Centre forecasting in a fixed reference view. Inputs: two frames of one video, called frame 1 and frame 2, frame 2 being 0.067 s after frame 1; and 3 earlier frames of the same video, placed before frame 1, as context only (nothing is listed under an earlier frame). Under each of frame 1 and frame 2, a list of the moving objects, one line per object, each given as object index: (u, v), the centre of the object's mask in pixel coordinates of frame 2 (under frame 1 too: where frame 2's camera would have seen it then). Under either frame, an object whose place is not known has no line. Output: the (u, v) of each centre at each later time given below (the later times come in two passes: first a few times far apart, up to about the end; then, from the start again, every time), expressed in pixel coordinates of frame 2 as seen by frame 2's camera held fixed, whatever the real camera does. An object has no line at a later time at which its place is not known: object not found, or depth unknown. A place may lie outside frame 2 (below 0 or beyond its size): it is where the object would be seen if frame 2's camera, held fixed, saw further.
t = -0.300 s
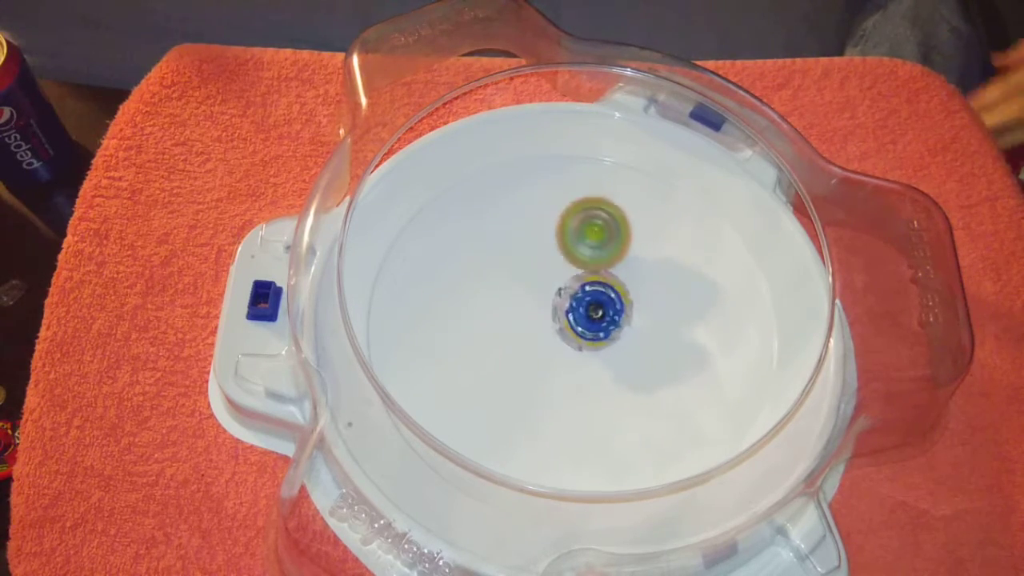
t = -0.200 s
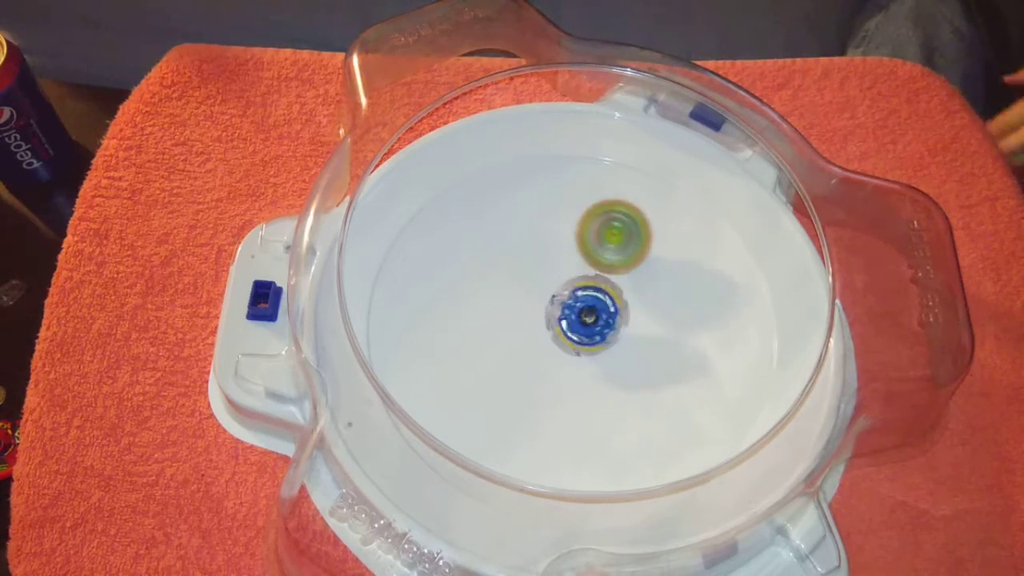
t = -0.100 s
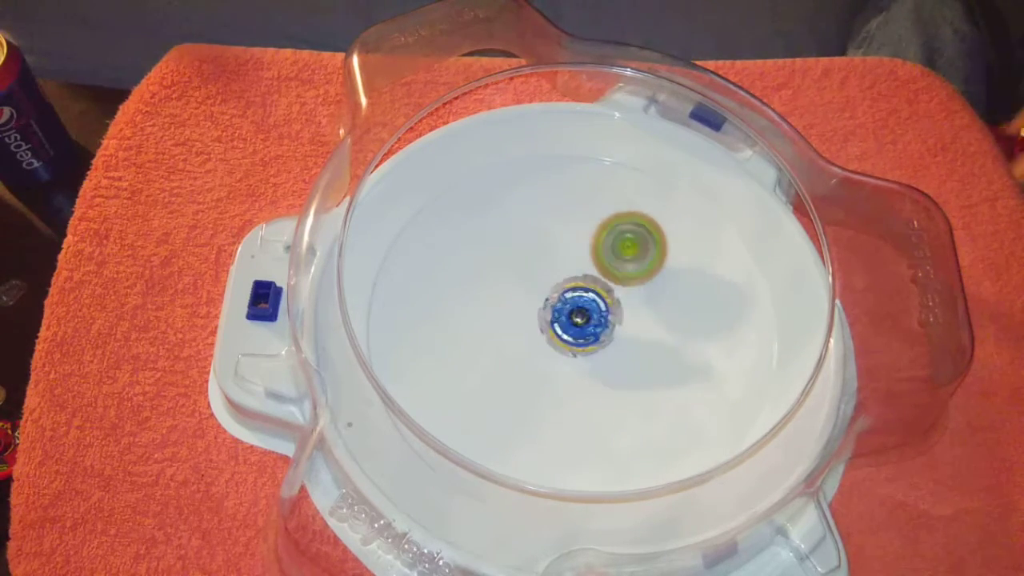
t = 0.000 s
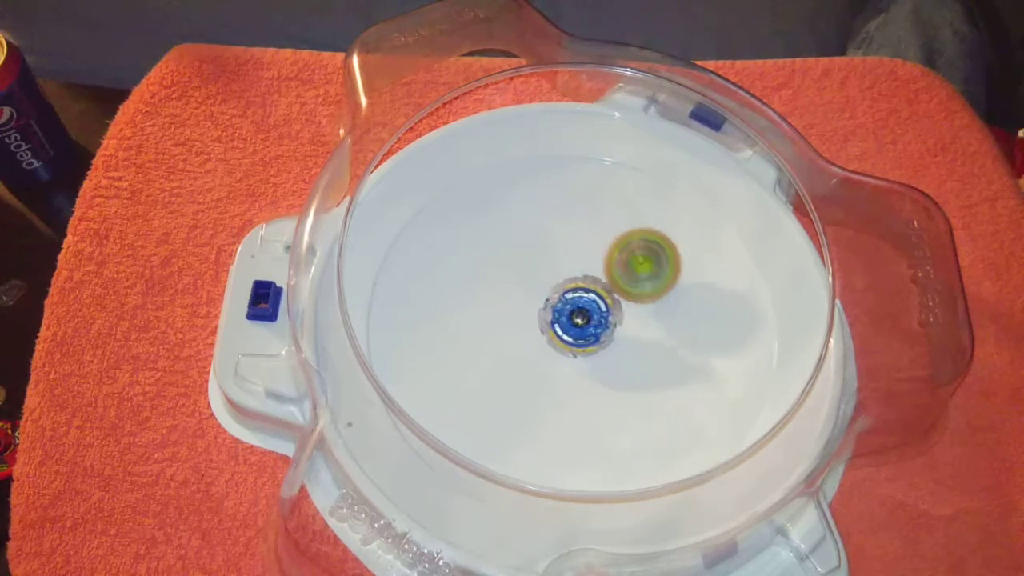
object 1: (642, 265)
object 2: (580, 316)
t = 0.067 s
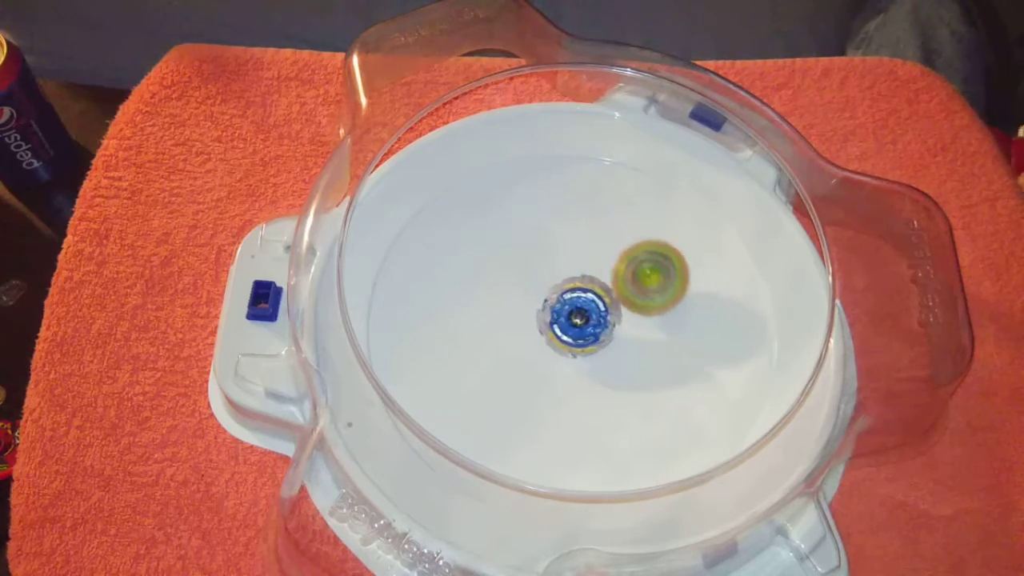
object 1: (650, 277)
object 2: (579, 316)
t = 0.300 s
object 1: (669, 325)
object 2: (560, 313)
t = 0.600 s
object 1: (619, 376)
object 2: (563, 322)
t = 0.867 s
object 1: (546, 377)
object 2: (563, 307)
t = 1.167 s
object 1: (499, 329)
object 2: (590, 297)
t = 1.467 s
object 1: (529, 265)
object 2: (585, 326)
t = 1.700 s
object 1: (585, 252)
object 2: (589, 328)
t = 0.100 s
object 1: (654, 284)
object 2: (578, 316)
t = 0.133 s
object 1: (656, 291)
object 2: (579, 316)
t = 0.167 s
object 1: (664, 297)
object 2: (571, 317)
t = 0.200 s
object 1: (668, 303)
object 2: (566, 315)
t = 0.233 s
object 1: (670, 310)
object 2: (562, 314)
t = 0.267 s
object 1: (670, 317)
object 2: (560, 313)
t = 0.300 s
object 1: (669, 325)
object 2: (560, 313)
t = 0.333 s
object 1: (667, 332)
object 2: (560, 314)
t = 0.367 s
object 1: (664, 339)
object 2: (560, 315)
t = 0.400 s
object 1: (660, 345)
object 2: (560, 316)
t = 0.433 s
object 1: (654, 352)
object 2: (561, 317)
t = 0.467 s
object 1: (648, 358)
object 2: (561, 318)
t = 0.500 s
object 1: (641, 363)
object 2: (561, 320)
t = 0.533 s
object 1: (633, 367)
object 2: (562, 323)
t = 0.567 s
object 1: (626, 372)
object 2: (564, 325)
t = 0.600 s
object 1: (619, 376)
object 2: (563, 322)
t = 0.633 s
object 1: (610, 379)
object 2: (563, 321)
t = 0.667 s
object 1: (602, 382)
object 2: (562, 318)
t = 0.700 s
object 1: (593, 383)
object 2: (561, 315)
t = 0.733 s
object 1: (583, 384)
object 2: (561, 312)
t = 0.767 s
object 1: (574, 383)
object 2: (561, 311)
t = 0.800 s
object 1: (564, 381)
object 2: (562, 310)
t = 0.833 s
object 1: (556, 379)
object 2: (562, 309)
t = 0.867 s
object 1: (546, 377)
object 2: (563, 307)
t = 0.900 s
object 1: (537, 377)
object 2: (564, 304)
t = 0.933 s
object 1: (529, 374)
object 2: (566, 300)
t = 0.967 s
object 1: (522, 369)
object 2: (569, 297)
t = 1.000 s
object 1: (515, 364)
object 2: (571, 295)
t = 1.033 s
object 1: (510, 358)
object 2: (574, 295)
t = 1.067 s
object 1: (506, 352)
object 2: (577, 294)
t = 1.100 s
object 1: (502, 345)
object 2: (581, 294)
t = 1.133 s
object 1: (500, 337)
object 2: (586, 295)
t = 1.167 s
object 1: (499, 329)
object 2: (590, 297)
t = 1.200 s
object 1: (499, 321)
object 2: (595, 301)
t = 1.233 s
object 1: (500, 313)
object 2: (597, 306)
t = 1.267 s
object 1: (502, 305)
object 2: (598, 311)
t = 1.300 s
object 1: (505, 297)
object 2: (597, 316)
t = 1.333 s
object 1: (508, 289)
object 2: (594, 319)
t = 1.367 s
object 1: (512, 282)
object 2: (592, 322)
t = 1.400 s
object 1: (516, 276)
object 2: (590, 324)
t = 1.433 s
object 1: (522, 270)
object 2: (587, 326)
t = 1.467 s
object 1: (529, 265)
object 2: (585, 326)
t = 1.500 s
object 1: (535, 261)
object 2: (584, 326)
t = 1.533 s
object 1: (542, 257)
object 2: (584, 326)
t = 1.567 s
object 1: (551, 255)
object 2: (584, 327)
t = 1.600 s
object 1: (559, 253)
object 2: (585, 327)
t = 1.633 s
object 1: (568, 253)
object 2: (588, 327)
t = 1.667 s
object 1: (577, 252)
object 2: (589, 327)
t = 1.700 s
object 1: (585, 252)
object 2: (589, 328)
